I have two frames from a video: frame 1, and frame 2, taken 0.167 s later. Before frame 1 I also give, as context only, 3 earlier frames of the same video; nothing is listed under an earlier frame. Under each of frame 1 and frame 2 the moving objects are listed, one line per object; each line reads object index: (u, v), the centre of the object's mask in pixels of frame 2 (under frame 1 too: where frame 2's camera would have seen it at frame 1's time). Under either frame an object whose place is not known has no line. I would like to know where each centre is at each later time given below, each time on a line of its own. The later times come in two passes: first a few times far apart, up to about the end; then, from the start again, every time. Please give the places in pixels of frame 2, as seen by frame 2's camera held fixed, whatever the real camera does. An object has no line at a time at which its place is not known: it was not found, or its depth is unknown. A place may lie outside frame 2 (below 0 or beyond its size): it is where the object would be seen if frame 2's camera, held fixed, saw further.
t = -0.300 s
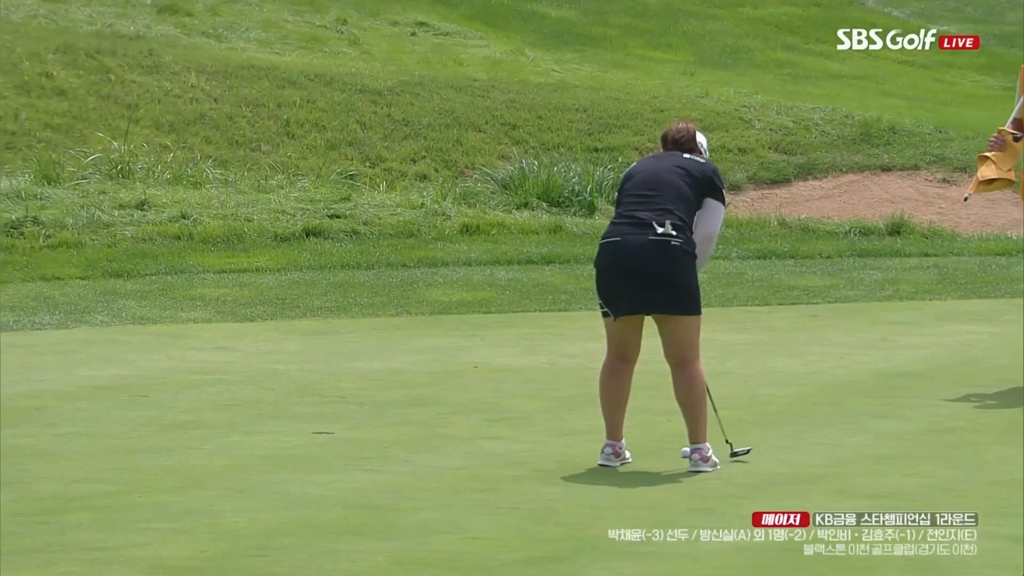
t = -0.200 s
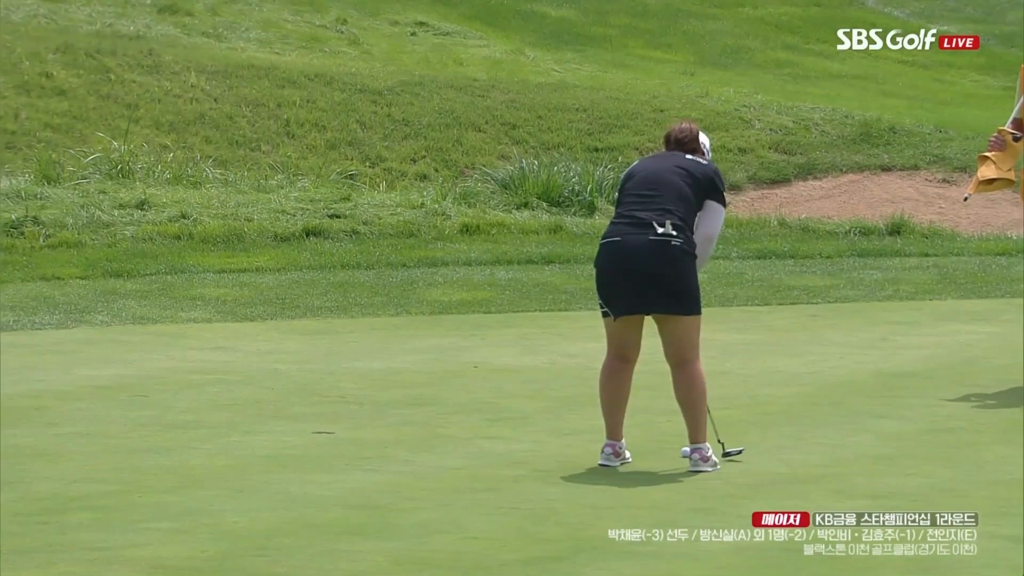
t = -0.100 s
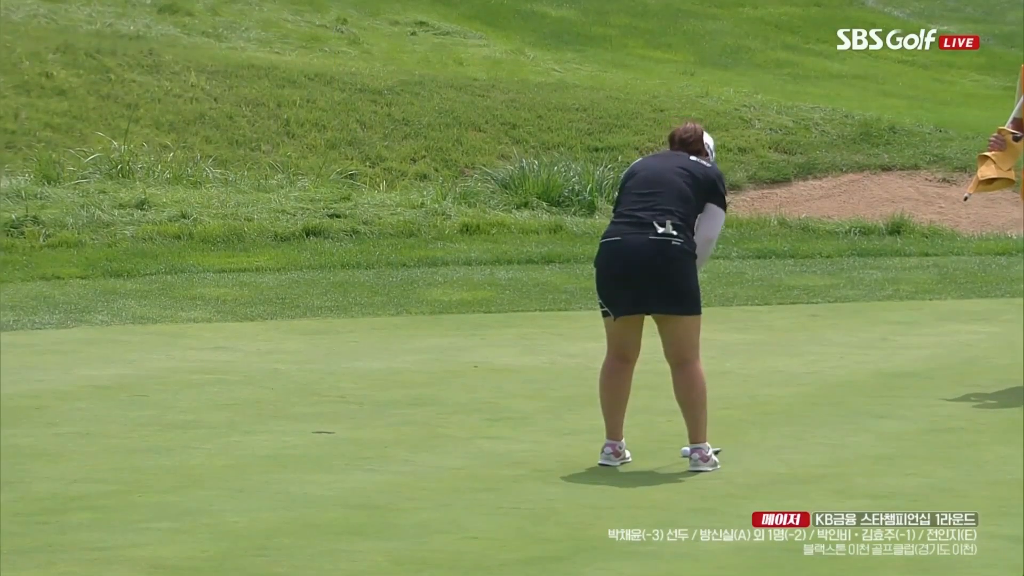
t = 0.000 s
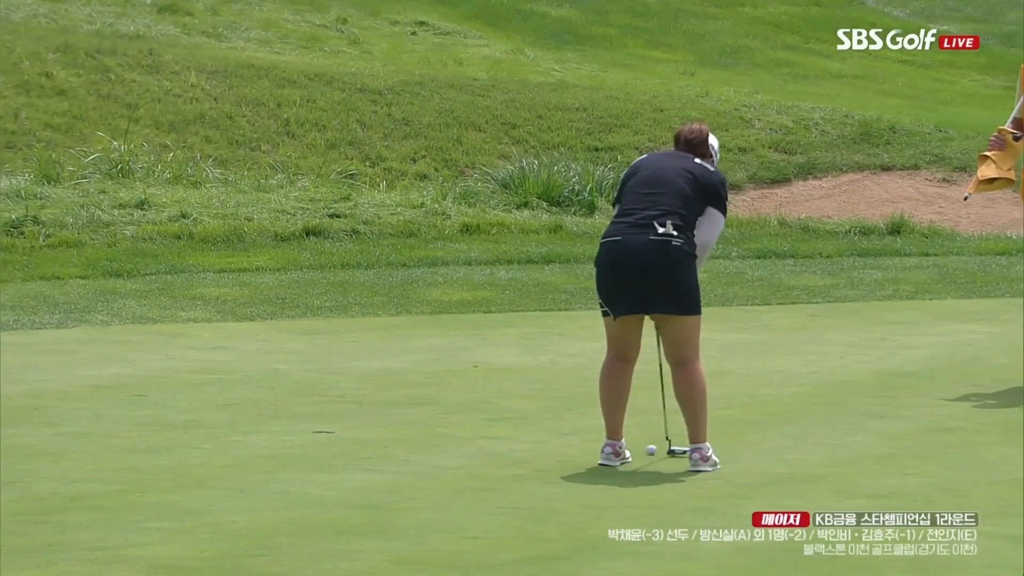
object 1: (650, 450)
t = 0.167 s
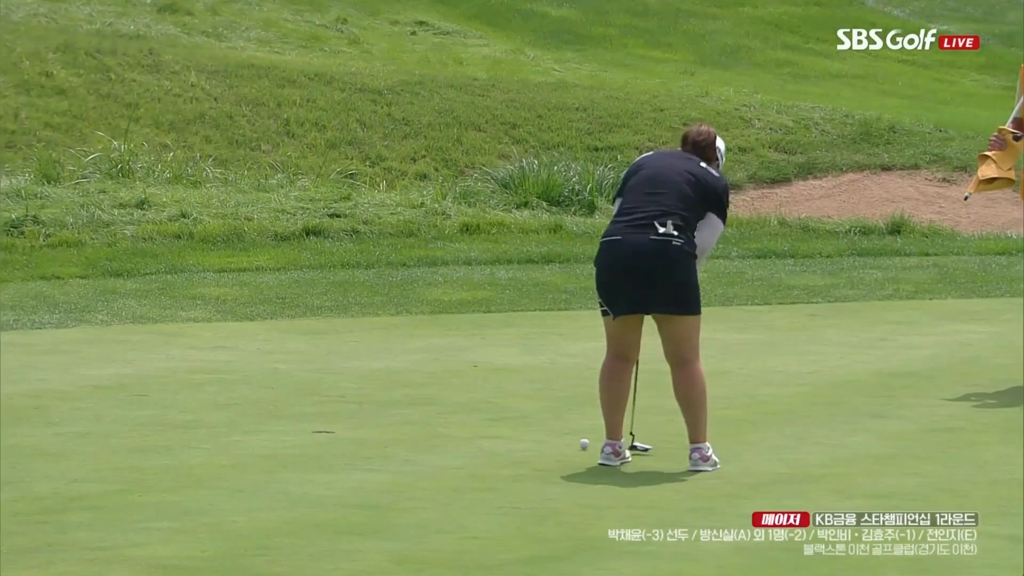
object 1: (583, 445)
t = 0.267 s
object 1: (547, 444)
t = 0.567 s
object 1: (448, 438)
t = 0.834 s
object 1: (374, 433)
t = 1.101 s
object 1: (311, 429)
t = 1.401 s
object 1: (255, 425)
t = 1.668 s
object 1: (215, 422)
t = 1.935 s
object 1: (187, 419)
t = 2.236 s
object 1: (165, 417)
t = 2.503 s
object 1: (153, 415)
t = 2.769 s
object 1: (147, 414)
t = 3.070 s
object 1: (146, 414)
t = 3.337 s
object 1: (147, 415)
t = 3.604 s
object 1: (148, 415)
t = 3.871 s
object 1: (149, 415)
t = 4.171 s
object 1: (150, 414)
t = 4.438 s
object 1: (151, 414)
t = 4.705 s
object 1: (149, 414)
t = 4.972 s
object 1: (145, 413)
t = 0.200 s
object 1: (571, 445)
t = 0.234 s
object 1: (559, 443)
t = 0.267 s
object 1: (547, 444)
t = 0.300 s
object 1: (536, 442)
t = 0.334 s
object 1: (522, 444)
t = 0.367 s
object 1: (512, 443)
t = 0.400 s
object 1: (501, 441)
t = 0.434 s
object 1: (491, 440)
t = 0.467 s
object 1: (480, 440)
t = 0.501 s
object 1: (469, 439)
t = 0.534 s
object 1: (459, 439)
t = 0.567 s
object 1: (448, 438)
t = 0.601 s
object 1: (439, 437)
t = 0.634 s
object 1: (428, 437)
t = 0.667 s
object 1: (419, 436)
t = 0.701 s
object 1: (410, 436)
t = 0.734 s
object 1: (400, 435)
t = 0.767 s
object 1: (391, 434)
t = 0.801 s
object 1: (383, 434)
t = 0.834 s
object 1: (374, 433)
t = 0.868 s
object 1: (365, 433)
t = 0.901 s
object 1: (357, 432)
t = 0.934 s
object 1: (349, 432)
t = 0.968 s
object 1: (341, 431)
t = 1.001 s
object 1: (333, 431)
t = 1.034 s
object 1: (325, 430)
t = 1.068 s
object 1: (318, 430)
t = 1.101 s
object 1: (311, 429)
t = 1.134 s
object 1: (304, 428)
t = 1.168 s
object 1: (297, 428)
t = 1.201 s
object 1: (291, 428)
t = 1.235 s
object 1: (284, 427)
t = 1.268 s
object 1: (278, 427)
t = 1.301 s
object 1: (272, 426)
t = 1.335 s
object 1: (266, 426)
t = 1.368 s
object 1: (260, 426)
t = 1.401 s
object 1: (255, 425)
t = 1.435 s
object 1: (249, 425)
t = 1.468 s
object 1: (244, 424)
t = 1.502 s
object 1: (238, 424)
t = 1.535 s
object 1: (234, 423)
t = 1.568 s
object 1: (228, 423)
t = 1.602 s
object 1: (224, 422)
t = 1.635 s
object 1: (219, 422)
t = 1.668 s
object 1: (215, 422)
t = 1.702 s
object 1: (211, 422)
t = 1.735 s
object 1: (207, 421)
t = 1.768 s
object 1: (203, 421)
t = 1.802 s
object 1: (200, 420)
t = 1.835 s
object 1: (196, 421)
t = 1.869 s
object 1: (193, 420)
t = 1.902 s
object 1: (189, 419)
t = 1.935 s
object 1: (187, 419)
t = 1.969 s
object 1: (184, 419)
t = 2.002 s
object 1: (181, 418)
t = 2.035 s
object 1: (178, 418)
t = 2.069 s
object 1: (176, 418)
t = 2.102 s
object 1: (174, 418)
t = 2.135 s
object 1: (171, 418)
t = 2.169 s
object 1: (170, 417)
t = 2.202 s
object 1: (168, 417)
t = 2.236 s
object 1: (165, 417)
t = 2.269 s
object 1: (163, 417)
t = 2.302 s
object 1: (162, 417)
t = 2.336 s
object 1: (160, 416)
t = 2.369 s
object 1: (159, 416)
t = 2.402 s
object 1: (157, 416)
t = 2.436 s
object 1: (156, 416)
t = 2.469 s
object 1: (154, 416)
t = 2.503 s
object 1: (153, 415)
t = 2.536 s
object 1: (152, 415)
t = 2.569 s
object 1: (150, 415)
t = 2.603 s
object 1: (149, 415)
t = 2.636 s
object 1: (148, 415)
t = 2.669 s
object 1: (148, 415)
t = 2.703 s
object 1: (147, 414)
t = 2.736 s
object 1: (147, 414)
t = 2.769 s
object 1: (147, 414)
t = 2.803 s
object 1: (147, 414)
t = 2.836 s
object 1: (146, 414)
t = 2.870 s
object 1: (146, 414)
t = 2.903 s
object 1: (146, 415)
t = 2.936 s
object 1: (146, 415)
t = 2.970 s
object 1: (147, 415)
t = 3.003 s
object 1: (146, 415)
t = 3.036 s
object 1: (146, 414)
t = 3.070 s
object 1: (146, 414)
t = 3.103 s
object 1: (146, 414)
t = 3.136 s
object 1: (147, 415)
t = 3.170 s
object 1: (146, 415)
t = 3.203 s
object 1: (147, 415)
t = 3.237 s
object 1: (147, 415)
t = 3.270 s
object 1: (147, 415)
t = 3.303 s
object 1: (147, 415)
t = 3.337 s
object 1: (147, 415)
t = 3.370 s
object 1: (147, 415)
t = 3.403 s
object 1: (147, 415)
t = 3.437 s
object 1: (147, 415)
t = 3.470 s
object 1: (147, 415)
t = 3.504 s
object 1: (148, 415)
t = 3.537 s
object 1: (148, 415)
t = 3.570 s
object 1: (148, 415)
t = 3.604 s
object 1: (148, 415)
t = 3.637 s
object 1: (149, 415)
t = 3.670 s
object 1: (149, 415)
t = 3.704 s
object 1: (149, 415)
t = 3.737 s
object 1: (149, 415)
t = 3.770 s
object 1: (149, 415)
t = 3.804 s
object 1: (149, 415)
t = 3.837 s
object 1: (149, 415)
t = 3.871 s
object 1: (149, 415)
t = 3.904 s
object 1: (149, 415)
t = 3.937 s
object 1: (150, 415)
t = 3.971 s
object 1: (150, 414)
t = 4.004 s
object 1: (150, 414)
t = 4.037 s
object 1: (150, 414)
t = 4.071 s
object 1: (150, 415)
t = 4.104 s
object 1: (150, 415)
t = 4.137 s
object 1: (150, 414)
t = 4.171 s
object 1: (150, 414)
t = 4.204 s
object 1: (150, 414)
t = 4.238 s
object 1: (150, 414)
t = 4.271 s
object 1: (150, 414)
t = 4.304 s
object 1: (150, 414)
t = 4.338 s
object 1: (150, 414)
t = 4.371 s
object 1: (150, 414)
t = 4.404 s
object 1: (151, 414)
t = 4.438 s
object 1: (151, 414)
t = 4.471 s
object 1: (150, 414)
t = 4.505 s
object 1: (151, 414)
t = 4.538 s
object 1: (150, 414)
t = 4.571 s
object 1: (150, 413)
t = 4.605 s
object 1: (150, 413)
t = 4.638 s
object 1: (149, 414)
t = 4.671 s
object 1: (149, 414)
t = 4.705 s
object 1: (149, 414)
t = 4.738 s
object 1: (148, 413)
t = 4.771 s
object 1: (148, 413)
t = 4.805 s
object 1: (147, 413)
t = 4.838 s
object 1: (147, 413)
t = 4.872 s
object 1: (147, 413)
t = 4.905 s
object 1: (146, 413)
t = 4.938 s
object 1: (145, 413)
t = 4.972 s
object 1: (145, 413)
